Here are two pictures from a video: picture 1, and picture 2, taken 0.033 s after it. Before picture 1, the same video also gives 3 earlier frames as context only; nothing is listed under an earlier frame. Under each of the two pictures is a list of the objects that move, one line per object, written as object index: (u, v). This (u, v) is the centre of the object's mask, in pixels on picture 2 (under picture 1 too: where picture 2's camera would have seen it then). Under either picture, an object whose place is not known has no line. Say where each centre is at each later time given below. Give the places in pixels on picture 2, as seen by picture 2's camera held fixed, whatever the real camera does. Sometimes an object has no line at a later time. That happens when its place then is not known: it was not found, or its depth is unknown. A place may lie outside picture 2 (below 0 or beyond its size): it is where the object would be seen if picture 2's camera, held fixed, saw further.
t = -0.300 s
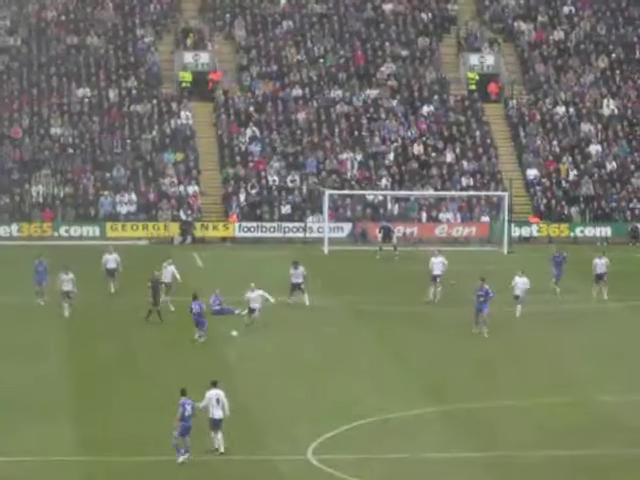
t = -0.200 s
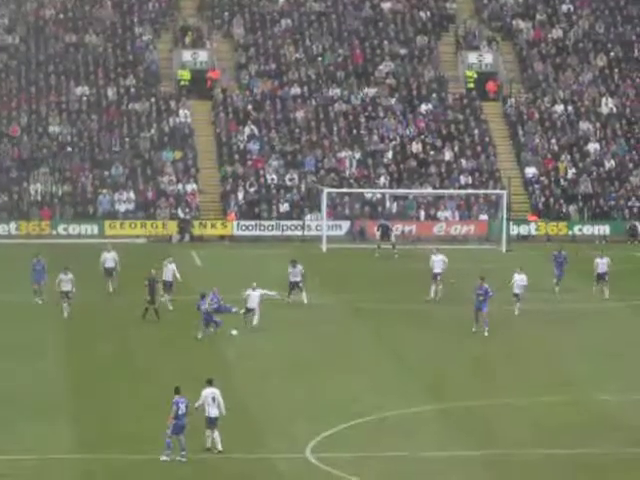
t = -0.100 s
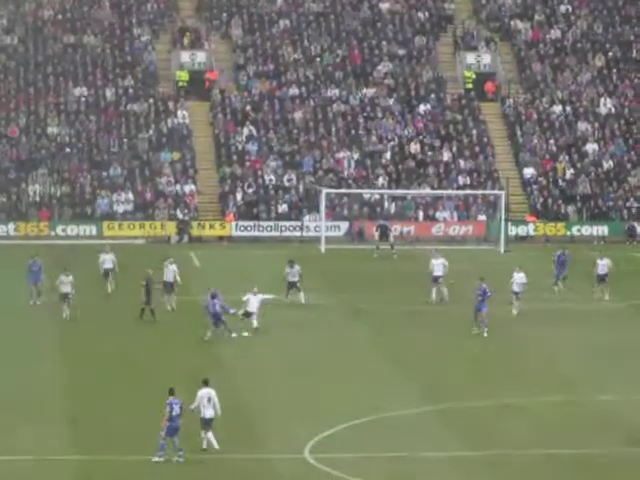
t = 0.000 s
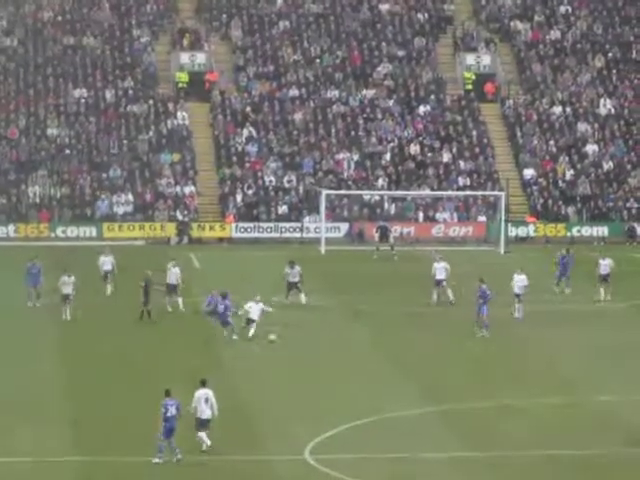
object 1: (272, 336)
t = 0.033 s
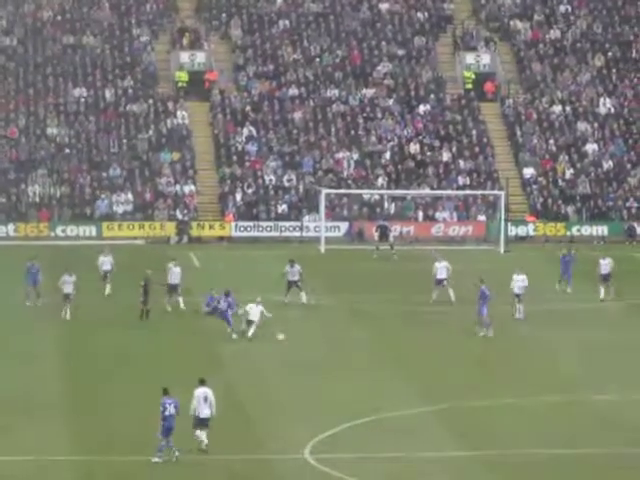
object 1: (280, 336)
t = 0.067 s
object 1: (289, 337)
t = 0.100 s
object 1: (296, 337)
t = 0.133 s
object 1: (306, 337)
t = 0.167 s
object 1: (314, 338)
